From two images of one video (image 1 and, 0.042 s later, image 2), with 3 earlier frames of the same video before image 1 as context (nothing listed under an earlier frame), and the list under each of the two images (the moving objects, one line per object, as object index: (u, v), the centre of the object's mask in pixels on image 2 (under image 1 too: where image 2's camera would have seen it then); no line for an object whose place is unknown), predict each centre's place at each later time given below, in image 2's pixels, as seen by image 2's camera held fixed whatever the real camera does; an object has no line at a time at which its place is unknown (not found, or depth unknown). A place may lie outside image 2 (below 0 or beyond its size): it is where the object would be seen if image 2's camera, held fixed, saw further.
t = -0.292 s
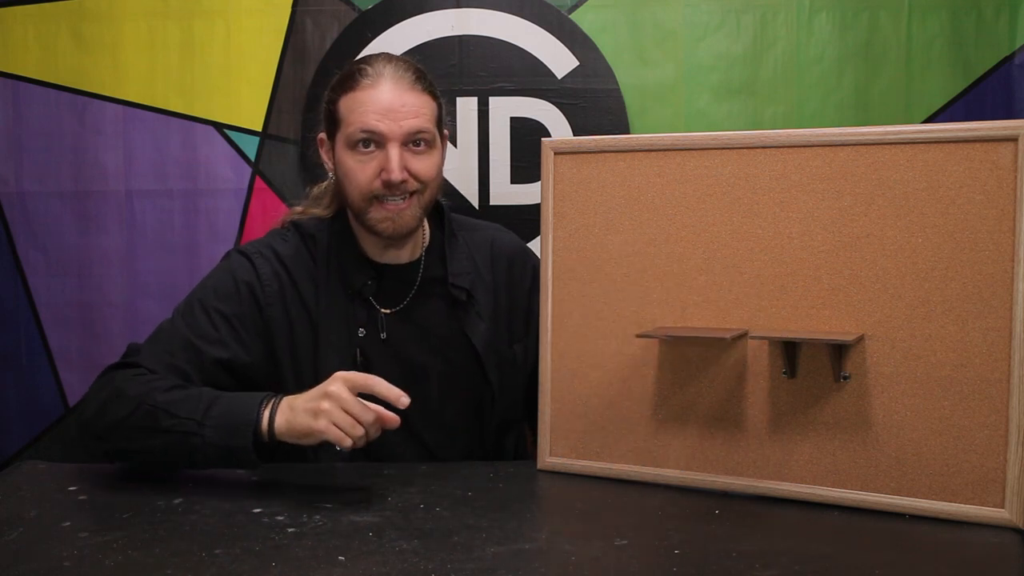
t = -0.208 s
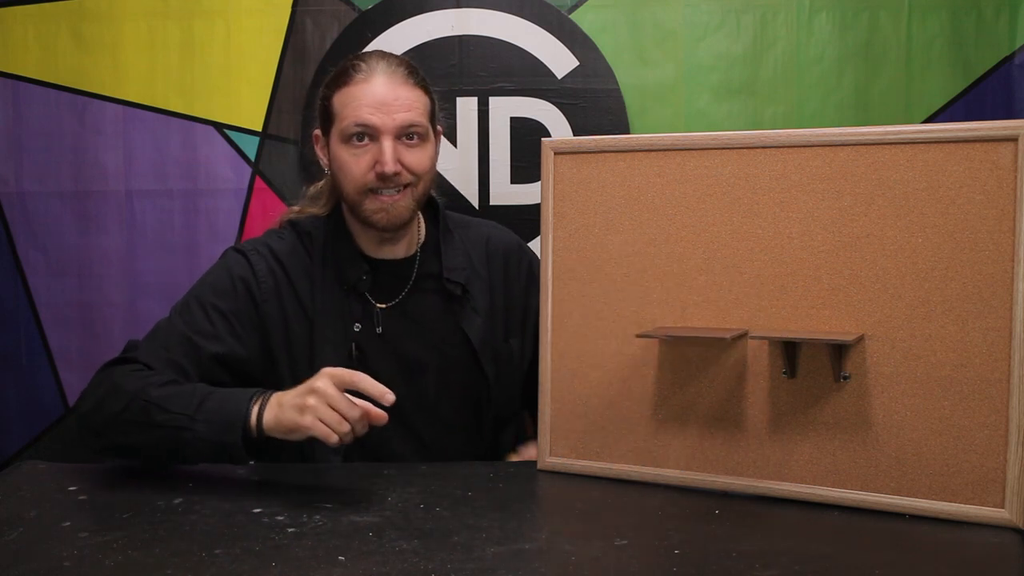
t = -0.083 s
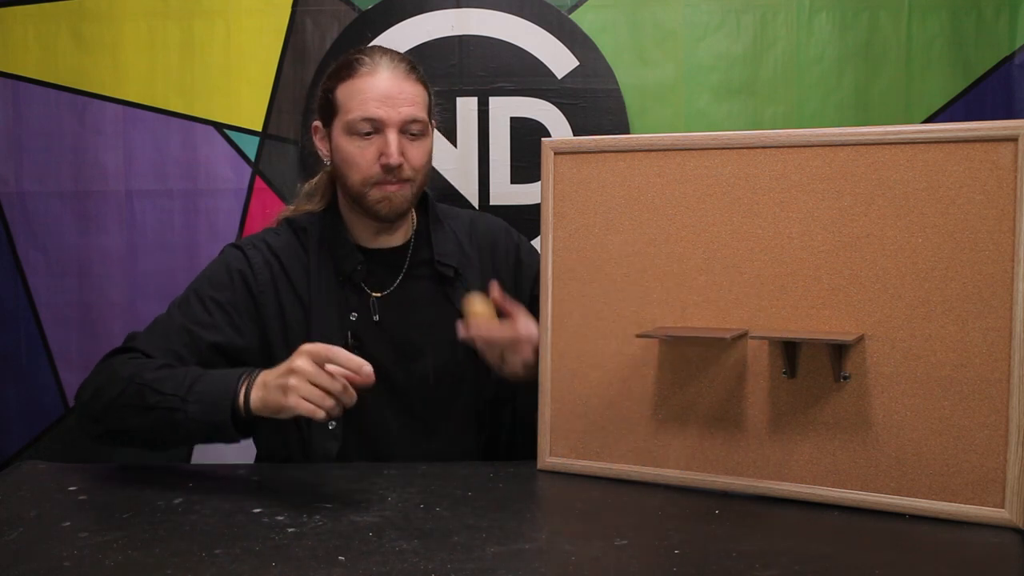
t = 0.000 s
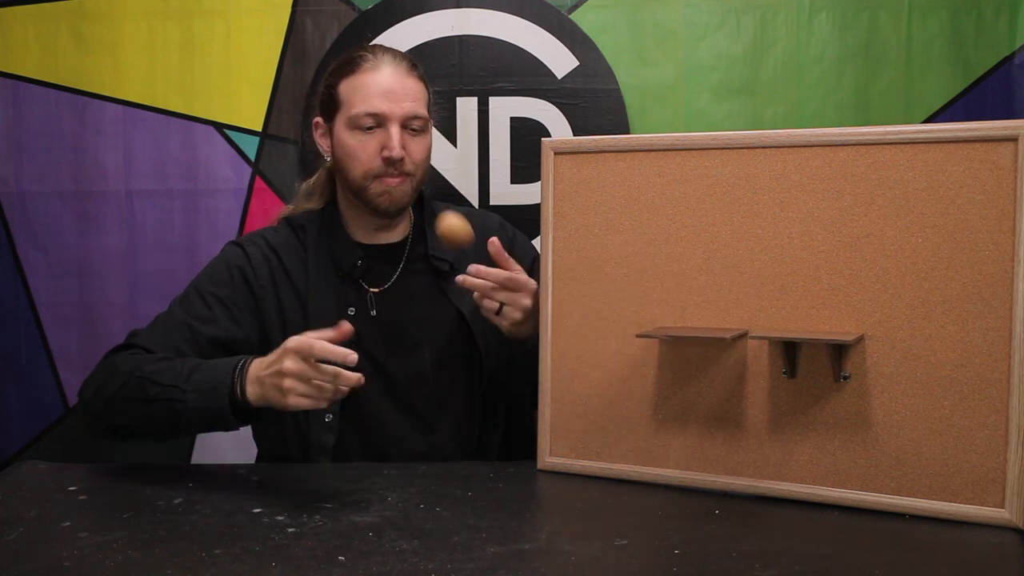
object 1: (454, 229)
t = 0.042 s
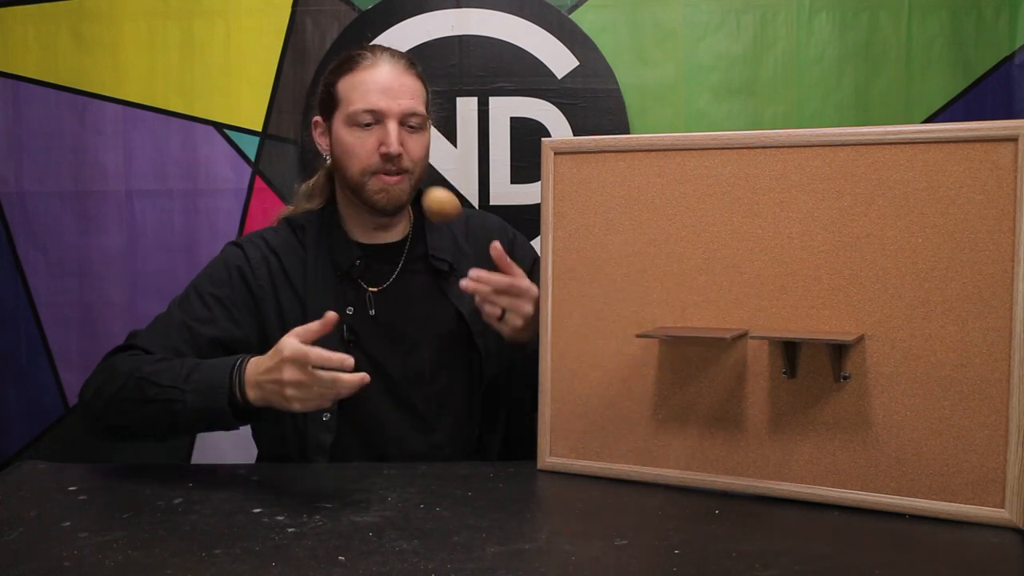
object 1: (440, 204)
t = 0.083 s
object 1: (428, 191)
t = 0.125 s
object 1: (415, 189)
